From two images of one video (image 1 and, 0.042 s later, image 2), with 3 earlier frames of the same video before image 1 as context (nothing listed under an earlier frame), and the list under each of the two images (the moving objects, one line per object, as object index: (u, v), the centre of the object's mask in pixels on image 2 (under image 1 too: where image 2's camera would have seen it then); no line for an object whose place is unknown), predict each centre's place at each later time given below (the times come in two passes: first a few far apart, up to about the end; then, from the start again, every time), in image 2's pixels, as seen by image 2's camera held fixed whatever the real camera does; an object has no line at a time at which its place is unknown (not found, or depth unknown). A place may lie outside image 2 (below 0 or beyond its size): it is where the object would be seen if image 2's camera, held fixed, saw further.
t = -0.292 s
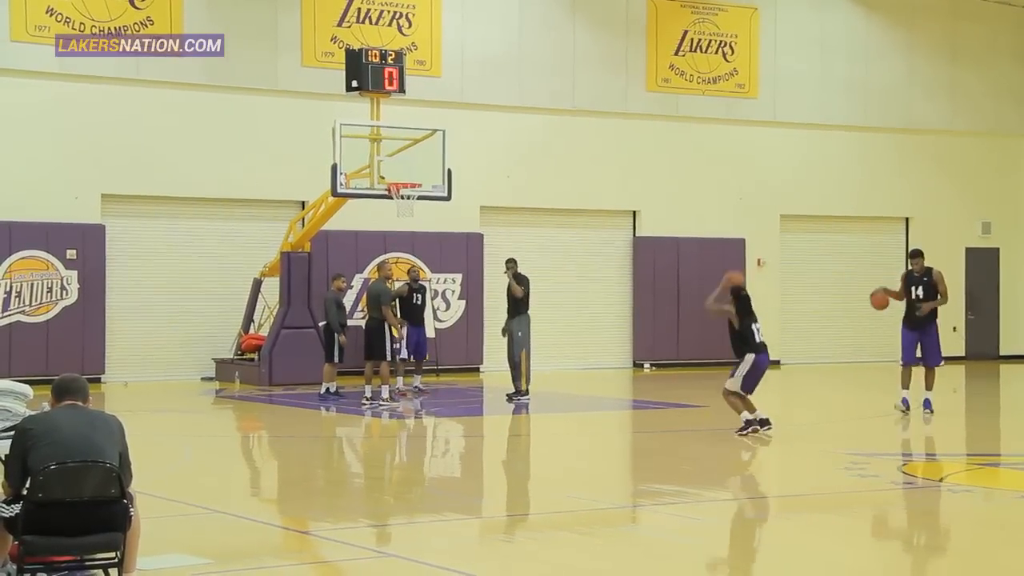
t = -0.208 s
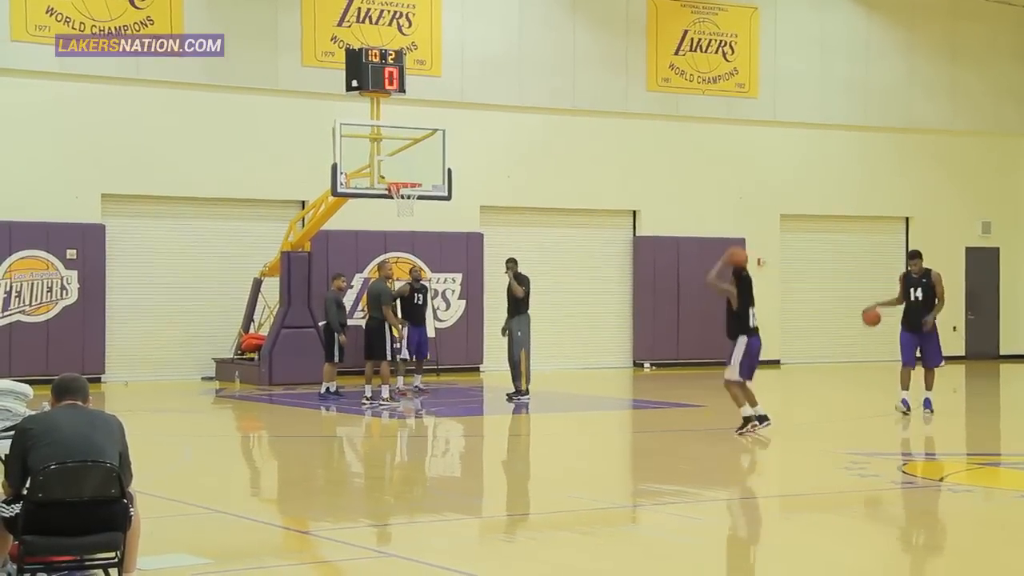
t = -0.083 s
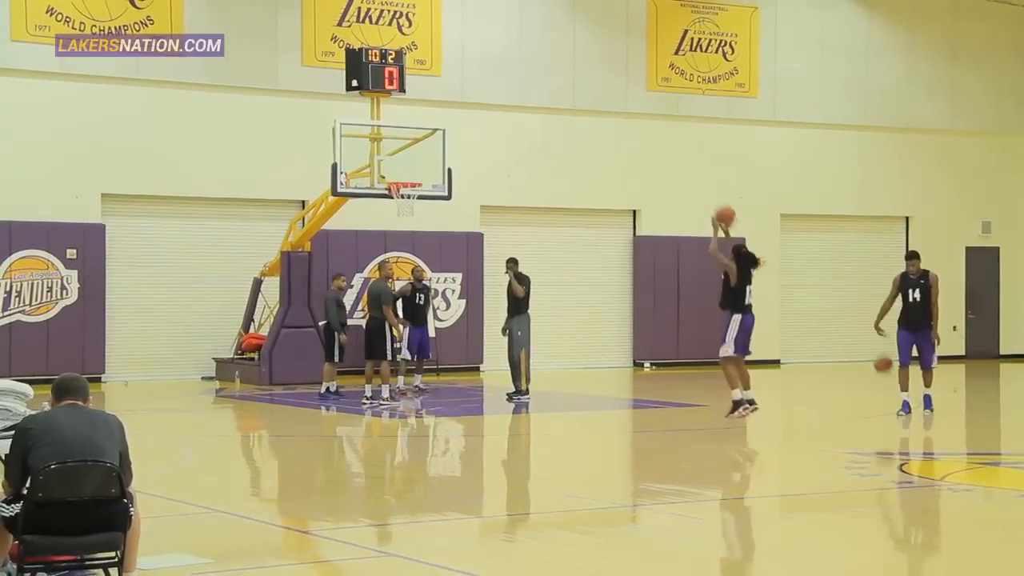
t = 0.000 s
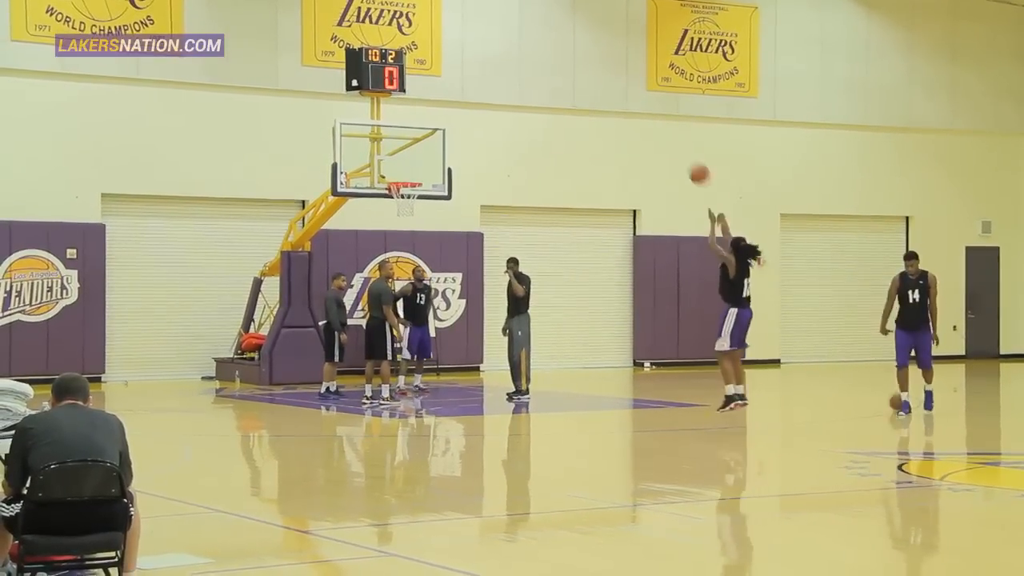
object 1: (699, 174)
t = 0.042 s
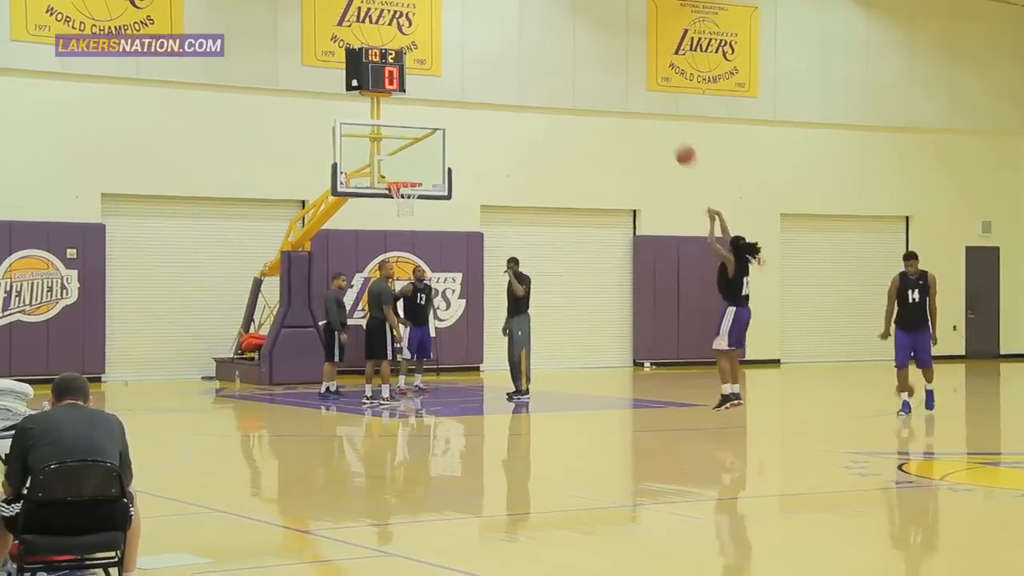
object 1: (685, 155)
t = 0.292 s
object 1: (609, 79)
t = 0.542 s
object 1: (542, 58)
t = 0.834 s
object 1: (473, 91)
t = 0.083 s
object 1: (672, 138)
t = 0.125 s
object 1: (658, 123)
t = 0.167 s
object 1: (646, 110)
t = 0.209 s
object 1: (633, 97)
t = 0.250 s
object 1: (621, 87)
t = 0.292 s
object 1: (609, 79)
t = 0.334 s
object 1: (598, 72)
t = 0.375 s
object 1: (586, 66)
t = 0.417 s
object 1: (575, 62)
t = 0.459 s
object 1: (564, 59)
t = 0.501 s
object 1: (553, 58)
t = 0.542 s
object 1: (542, 58)
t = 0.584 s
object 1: (532, 59)
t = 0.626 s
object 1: (522, 61)
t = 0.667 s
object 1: (511, 65)
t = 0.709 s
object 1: (502, 70)
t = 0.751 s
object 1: (492, 76)
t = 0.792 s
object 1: (482, 83)
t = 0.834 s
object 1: (473, 91)
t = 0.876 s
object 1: (464, 101)
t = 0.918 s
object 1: (454, 111)
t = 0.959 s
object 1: (446, 122)
